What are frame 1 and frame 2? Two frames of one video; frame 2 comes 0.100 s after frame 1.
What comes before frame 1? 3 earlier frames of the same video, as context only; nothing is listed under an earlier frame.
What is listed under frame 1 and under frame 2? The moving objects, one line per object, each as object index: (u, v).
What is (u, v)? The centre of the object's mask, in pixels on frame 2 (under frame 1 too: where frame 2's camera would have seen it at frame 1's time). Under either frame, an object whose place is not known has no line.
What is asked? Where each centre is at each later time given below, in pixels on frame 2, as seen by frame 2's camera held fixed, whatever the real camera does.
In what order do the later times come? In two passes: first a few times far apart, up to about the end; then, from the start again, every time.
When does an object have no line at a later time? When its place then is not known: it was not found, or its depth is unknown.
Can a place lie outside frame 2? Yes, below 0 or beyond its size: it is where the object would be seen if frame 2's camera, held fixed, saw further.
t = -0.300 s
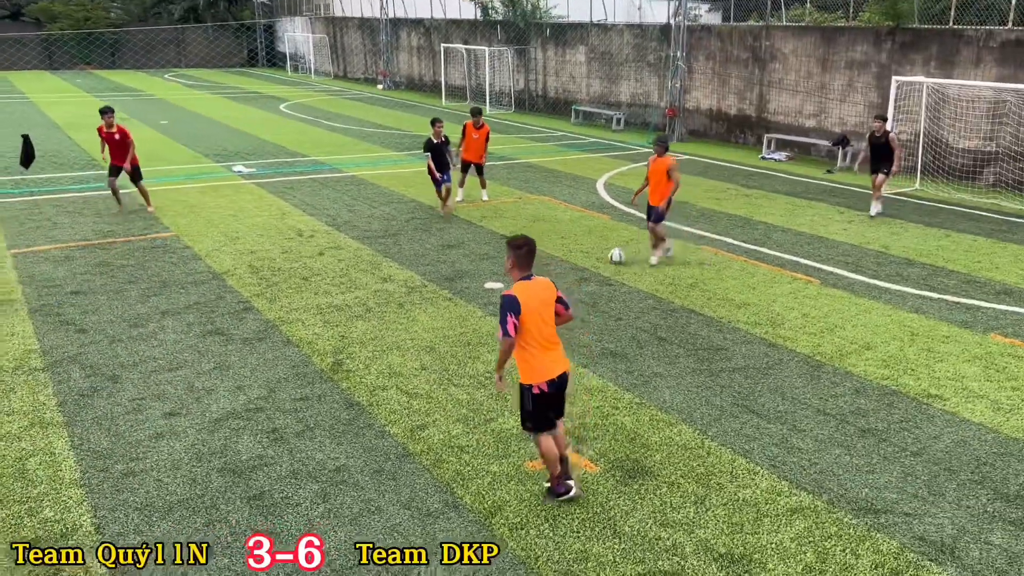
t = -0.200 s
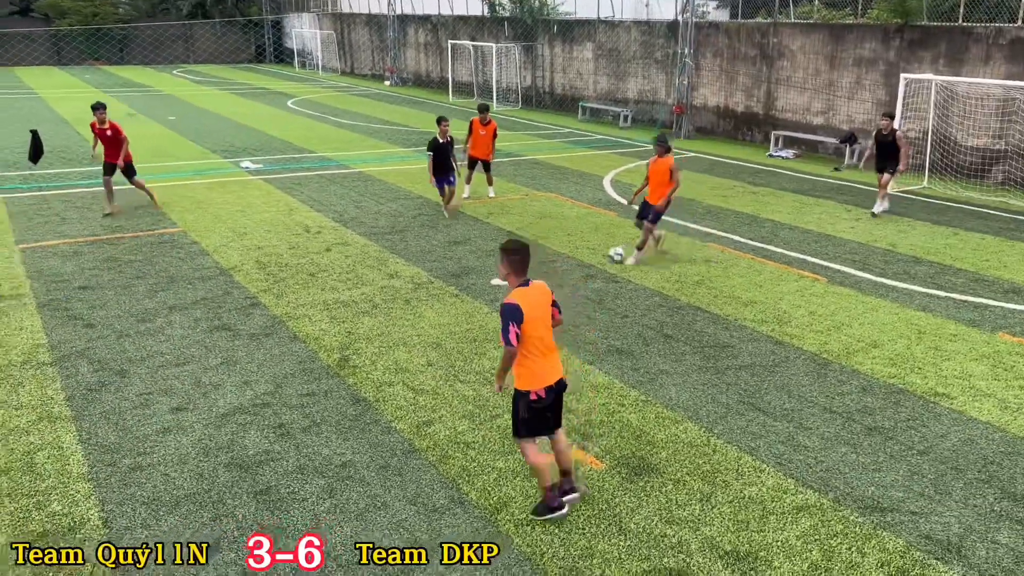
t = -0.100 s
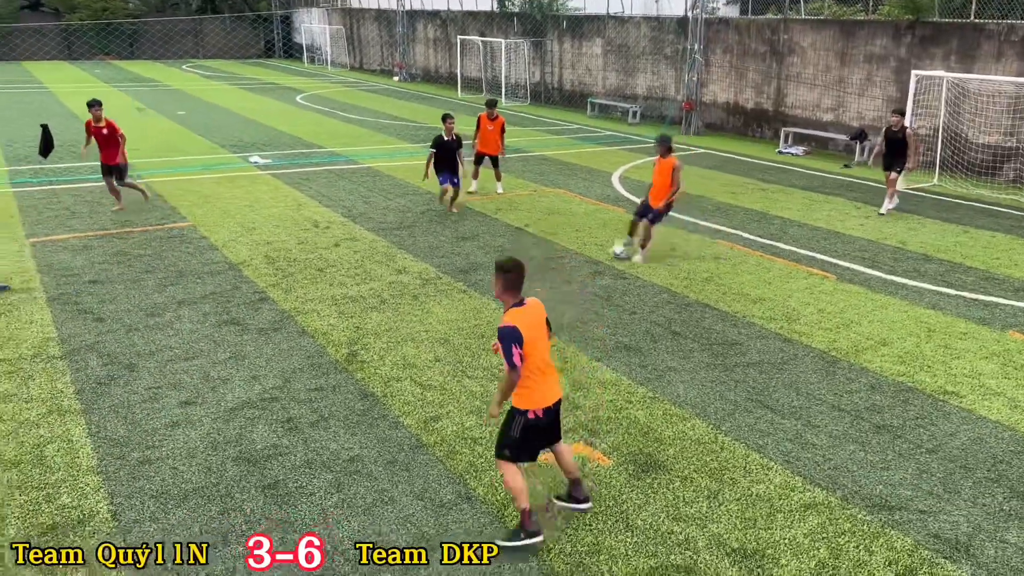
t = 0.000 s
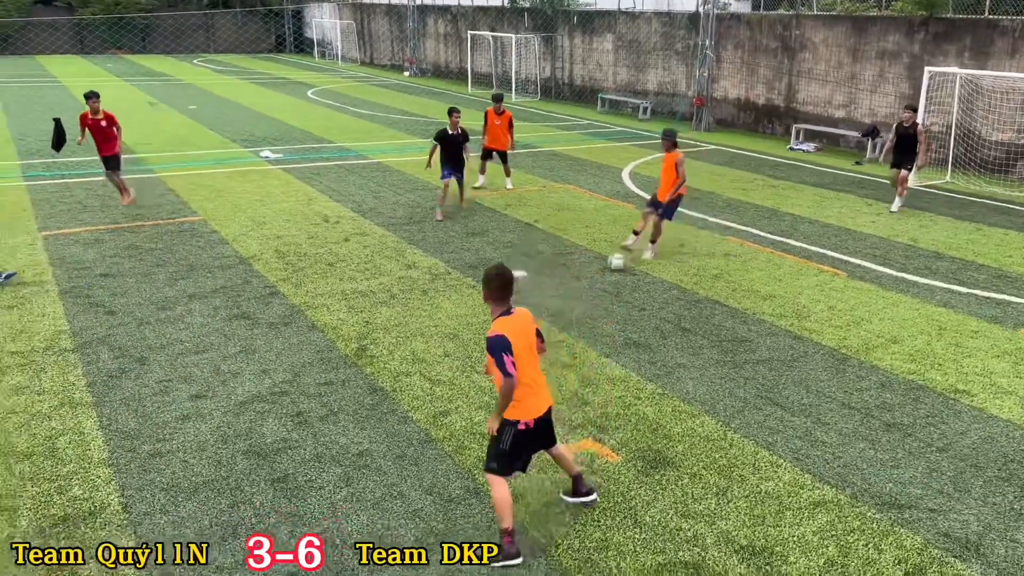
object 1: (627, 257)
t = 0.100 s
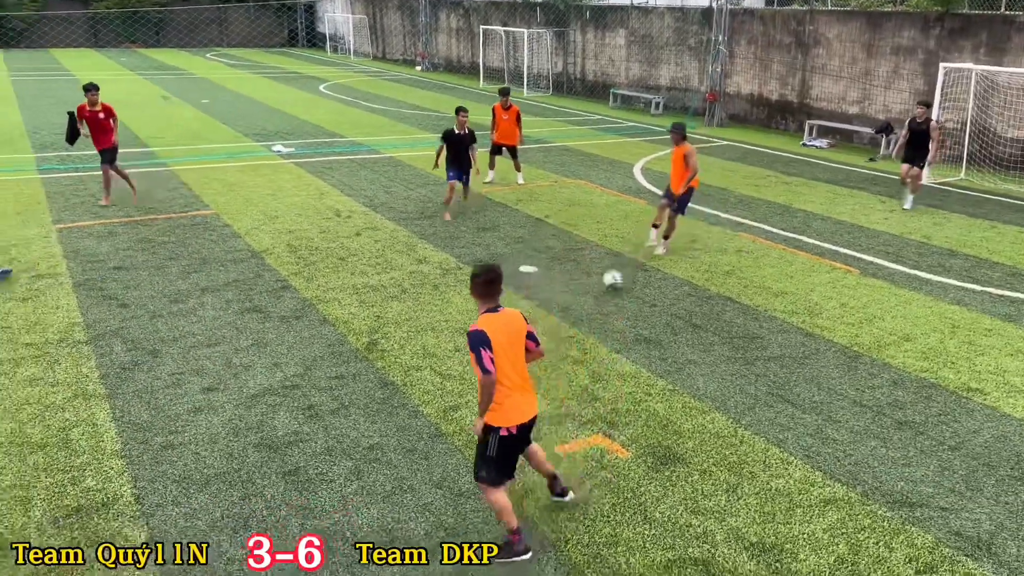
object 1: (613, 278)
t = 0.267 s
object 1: (583, 328)
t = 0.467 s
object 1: (539, 401)
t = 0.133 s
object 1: (607, 286)
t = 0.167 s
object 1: (601, 296)
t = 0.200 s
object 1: (595, 307)
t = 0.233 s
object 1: (589, 318)
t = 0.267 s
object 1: (583, 328)
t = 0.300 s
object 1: (577, 339)
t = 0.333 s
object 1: (570, 352)
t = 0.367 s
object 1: (563, 363)
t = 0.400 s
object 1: (555, 375)
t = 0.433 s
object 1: (548, 389)
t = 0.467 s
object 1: (539, 401)
